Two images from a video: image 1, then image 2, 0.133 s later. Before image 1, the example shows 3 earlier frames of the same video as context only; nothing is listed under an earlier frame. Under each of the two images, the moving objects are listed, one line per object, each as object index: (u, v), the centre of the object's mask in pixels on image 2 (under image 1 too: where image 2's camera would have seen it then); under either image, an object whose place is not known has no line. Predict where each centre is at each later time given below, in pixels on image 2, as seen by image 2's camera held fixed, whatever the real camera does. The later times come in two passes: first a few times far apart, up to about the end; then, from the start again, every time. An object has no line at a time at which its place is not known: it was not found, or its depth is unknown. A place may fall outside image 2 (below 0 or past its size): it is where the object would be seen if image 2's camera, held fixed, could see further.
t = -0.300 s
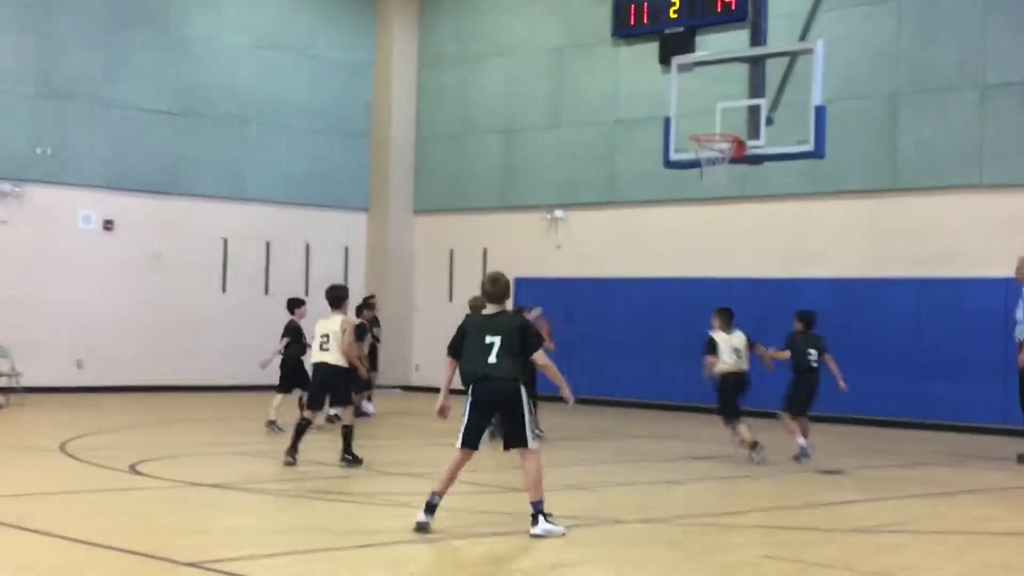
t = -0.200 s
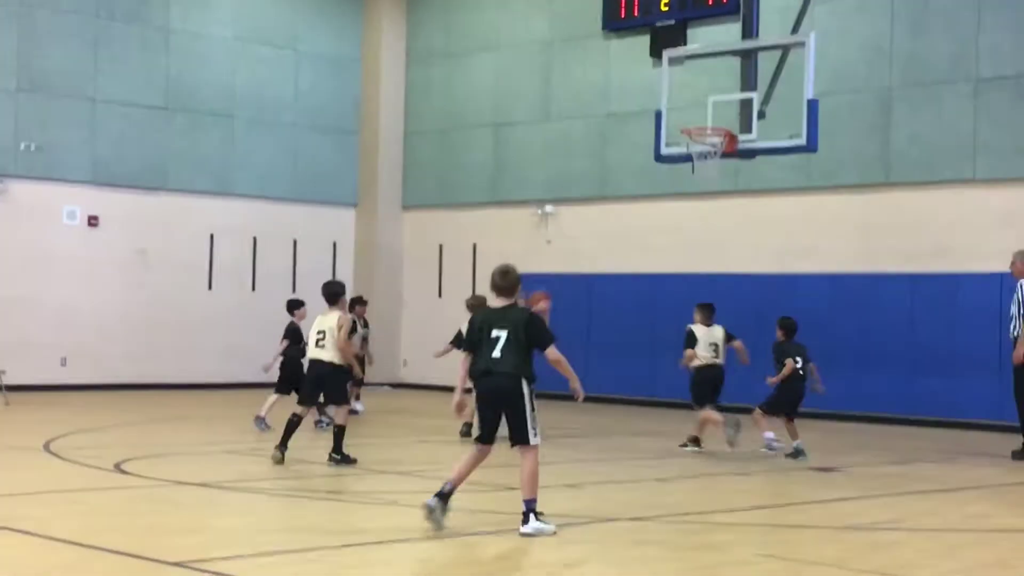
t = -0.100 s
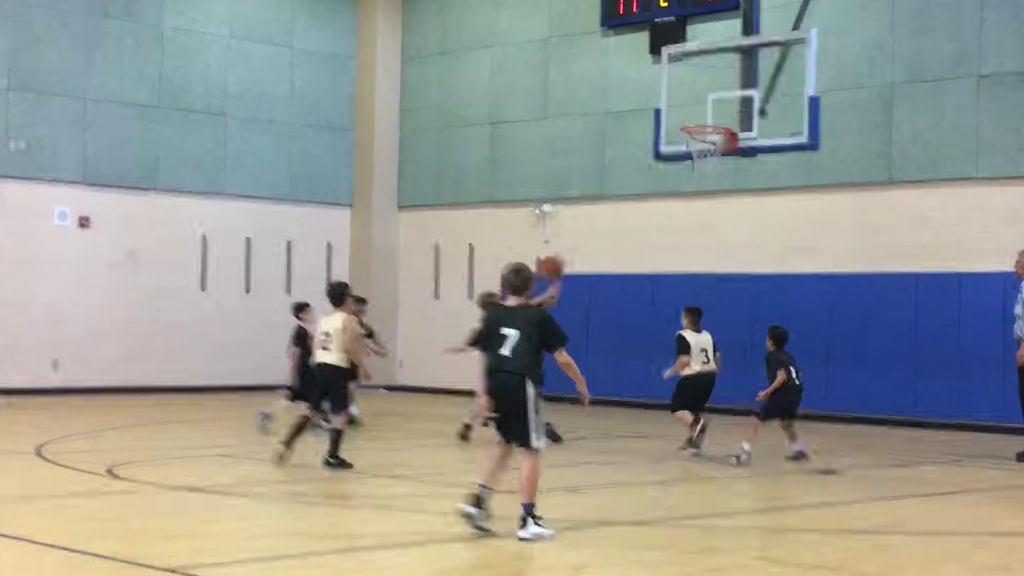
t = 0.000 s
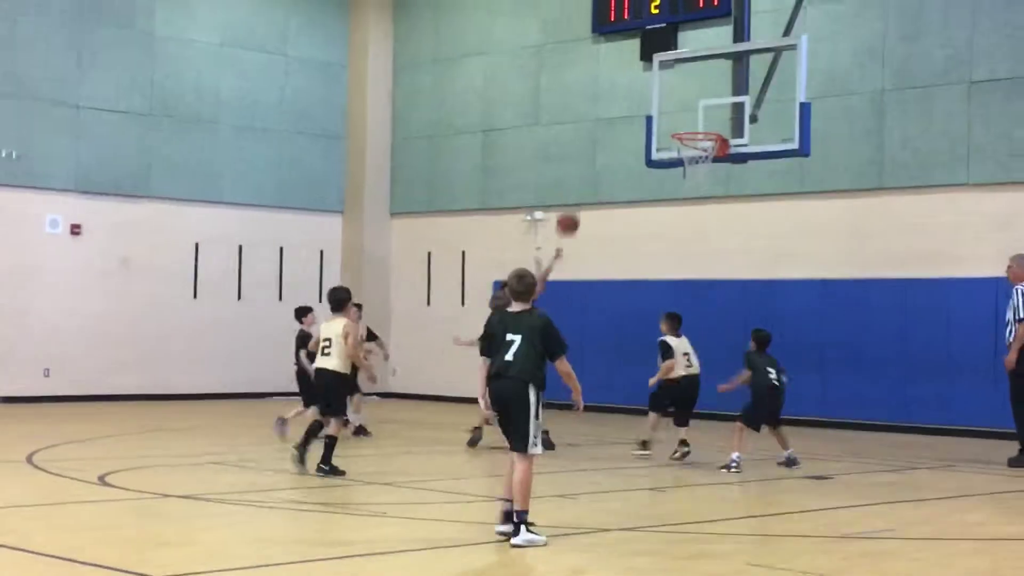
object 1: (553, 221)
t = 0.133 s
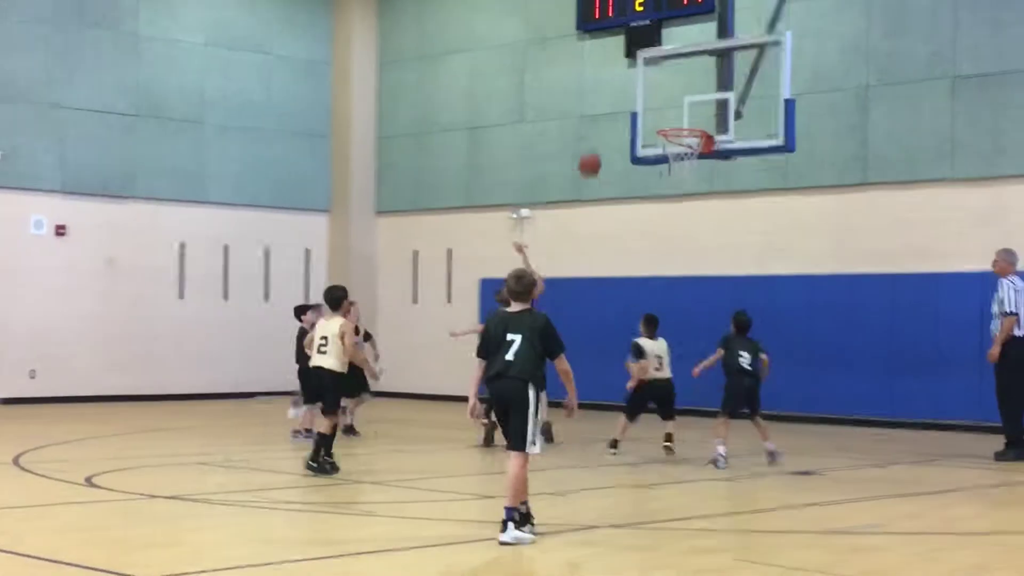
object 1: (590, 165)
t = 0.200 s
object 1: (608, 142)
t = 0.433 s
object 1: (670, 97)
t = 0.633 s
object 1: (697, 105)
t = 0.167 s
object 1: (599, 153)
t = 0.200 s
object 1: (608, 142)
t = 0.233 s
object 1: (617, 133)
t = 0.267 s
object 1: (626, 124)
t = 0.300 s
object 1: (635, 116)
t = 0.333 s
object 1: (644, 110)
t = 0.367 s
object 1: (653, 105)
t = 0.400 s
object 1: (662, 100)
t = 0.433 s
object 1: (670, 97)
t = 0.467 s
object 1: (676, 96)
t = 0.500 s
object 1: (680, 95)
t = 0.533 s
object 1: (684, 96)
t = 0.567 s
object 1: (688, 98)
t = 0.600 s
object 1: (692, 101)
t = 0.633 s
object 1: (697, 105)
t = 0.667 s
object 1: (701, 111)
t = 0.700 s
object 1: (705, 117)
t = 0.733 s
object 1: (708, 116)
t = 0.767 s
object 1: (712, 111)
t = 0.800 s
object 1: (715, 106)
